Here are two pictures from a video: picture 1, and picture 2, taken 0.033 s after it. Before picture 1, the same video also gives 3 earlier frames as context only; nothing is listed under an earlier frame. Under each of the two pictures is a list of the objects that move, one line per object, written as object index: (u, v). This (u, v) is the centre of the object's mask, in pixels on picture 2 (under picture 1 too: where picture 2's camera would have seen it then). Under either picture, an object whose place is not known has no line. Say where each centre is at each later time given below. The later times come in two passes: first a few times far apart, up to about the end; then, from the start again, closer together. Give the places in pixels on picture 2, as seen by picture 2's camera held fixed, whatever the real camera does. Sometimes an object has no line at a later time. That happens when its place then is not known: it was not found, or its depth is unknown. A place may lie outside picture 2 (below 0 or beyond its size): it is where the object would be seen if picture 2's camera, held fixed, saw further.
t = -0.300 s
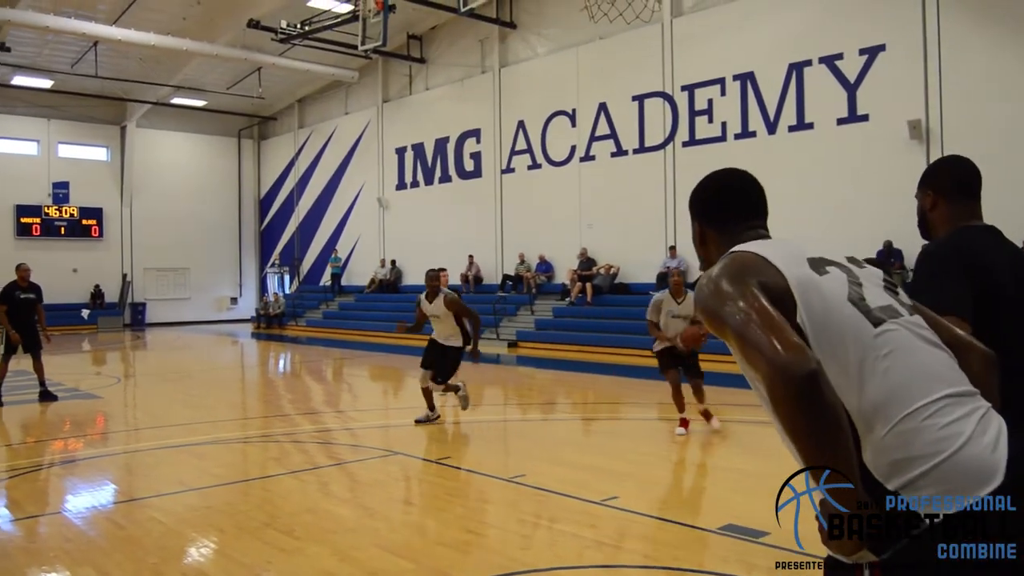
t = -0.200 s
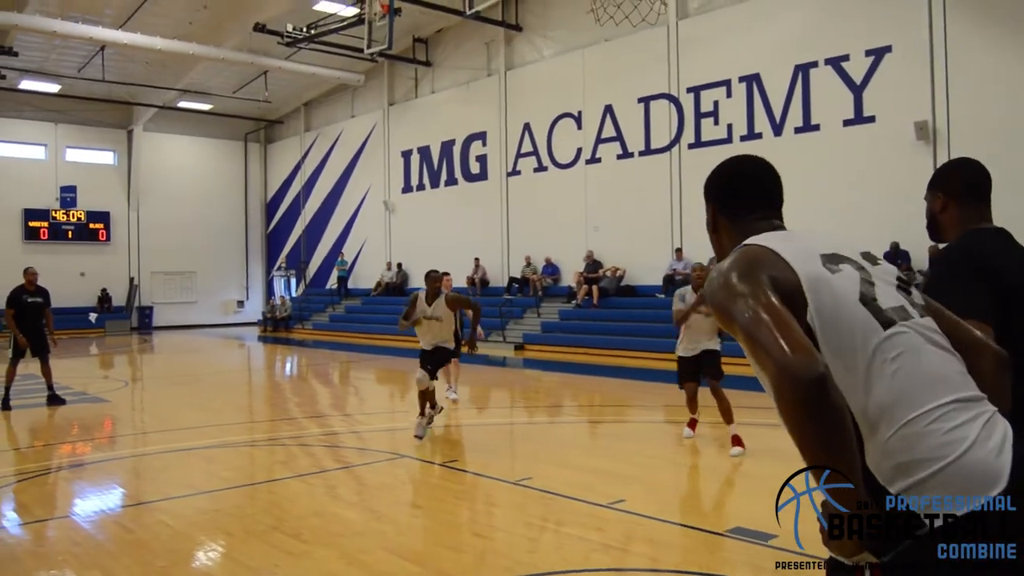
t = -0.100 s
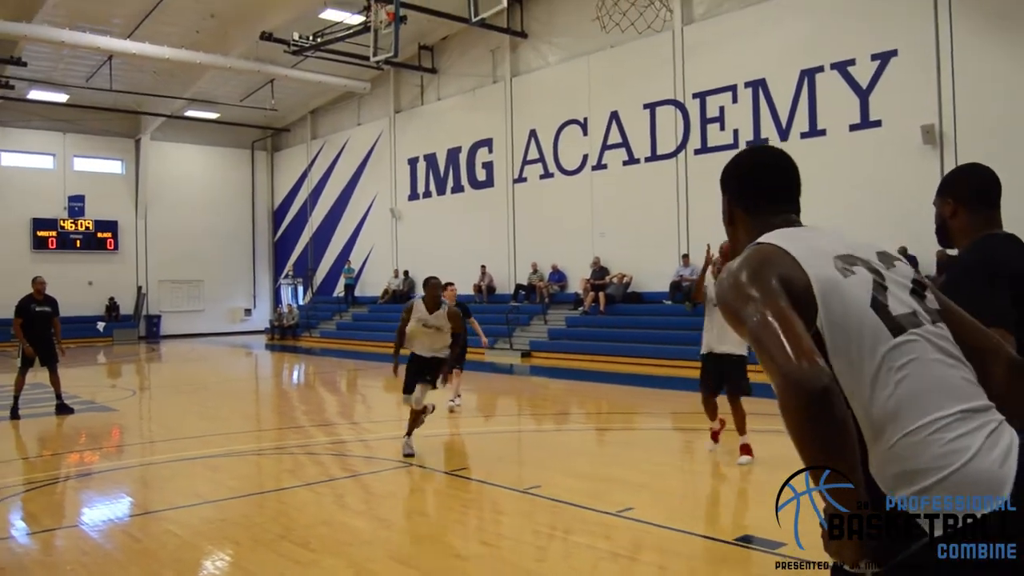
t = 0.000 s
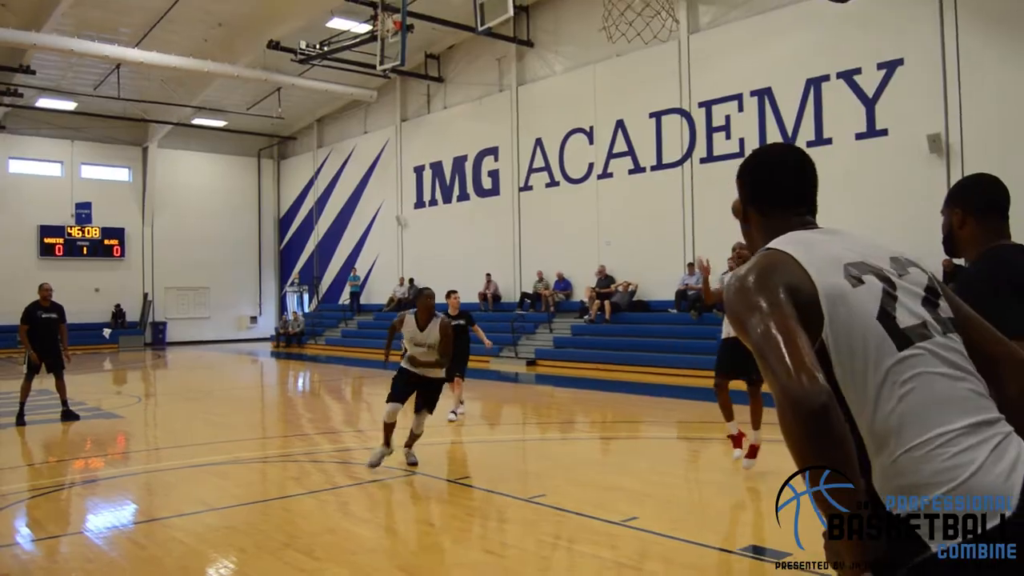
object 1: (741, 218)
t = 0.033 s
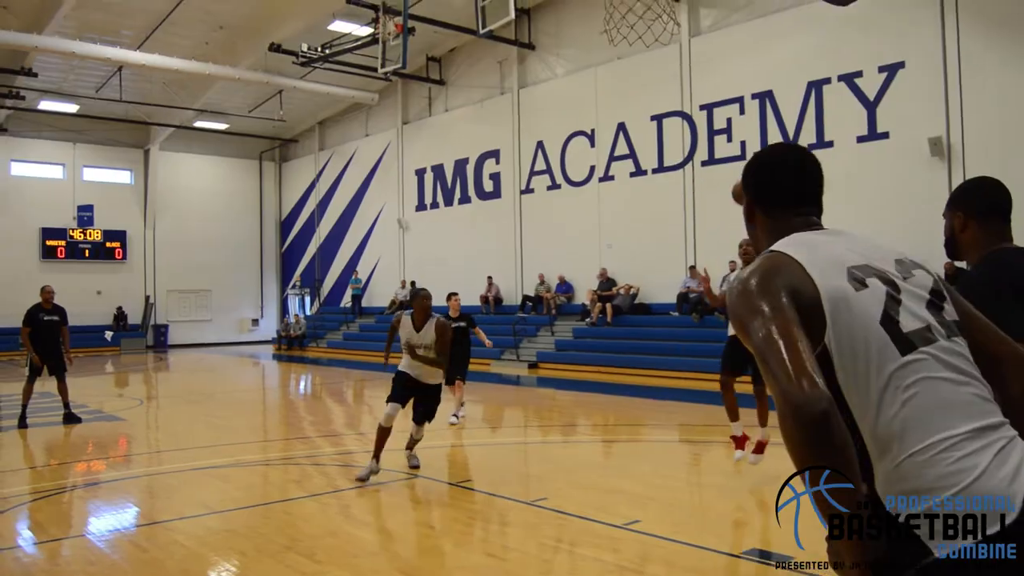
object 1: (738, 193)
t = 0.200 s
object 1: (715, 101)
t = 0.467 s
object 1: (667, 19)
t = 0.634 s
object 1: (627, 6)
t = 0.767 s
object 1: (588, 22)
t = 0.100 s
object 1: (735, 152)
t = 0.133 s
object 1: (728, 134)
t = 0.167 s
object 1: (721, 116)
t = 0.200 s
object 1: (715, 101)
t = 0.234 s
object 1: (709, 88)
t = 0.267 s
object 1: (704, 75)
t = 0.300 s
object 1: (698, 63)
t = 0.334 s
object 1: (691, 51)
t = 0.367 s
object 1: (684, 41)
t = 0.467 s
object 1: (667, 19)
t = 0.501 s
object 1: (658, 14)
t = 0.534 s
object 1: (651, 10)
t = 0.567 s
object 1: (643, 9)
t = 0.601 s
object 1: (635, 7)
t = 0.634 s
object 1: (627, 6)
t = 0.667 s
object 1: (618, 8)
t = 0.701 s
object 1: (609, 11)
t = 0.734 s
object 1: (595, 15)
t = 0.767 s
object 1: (588, 22)
